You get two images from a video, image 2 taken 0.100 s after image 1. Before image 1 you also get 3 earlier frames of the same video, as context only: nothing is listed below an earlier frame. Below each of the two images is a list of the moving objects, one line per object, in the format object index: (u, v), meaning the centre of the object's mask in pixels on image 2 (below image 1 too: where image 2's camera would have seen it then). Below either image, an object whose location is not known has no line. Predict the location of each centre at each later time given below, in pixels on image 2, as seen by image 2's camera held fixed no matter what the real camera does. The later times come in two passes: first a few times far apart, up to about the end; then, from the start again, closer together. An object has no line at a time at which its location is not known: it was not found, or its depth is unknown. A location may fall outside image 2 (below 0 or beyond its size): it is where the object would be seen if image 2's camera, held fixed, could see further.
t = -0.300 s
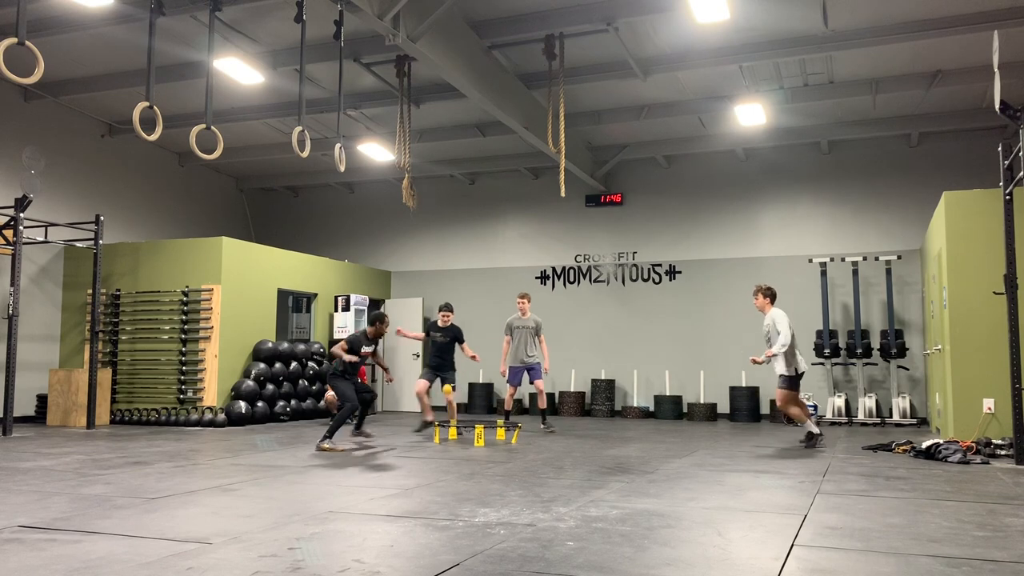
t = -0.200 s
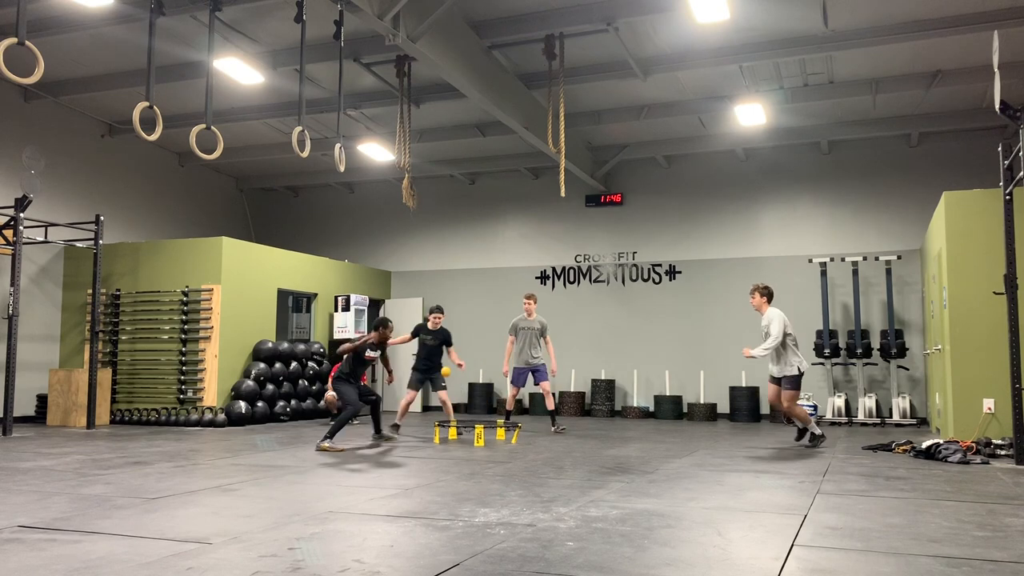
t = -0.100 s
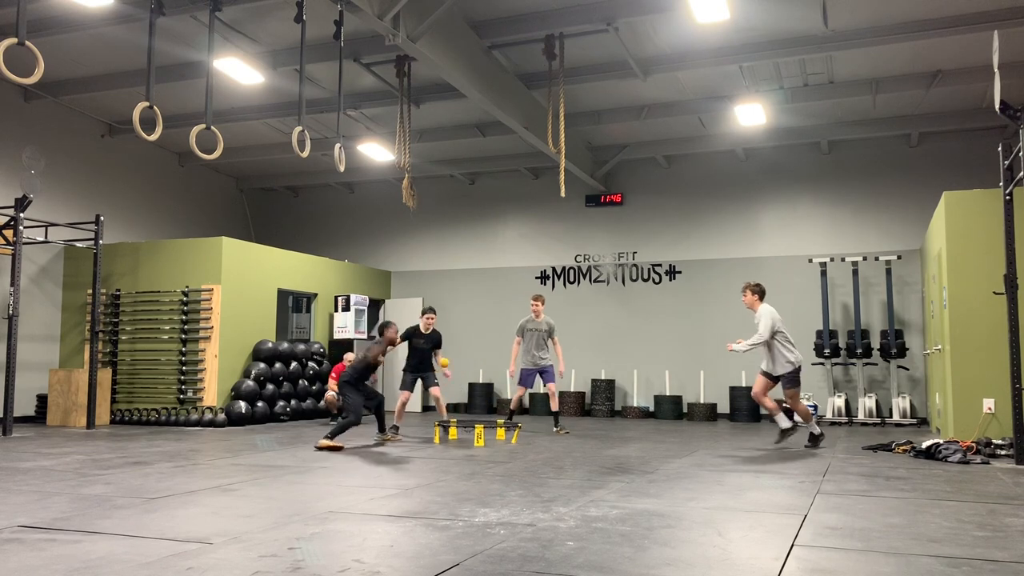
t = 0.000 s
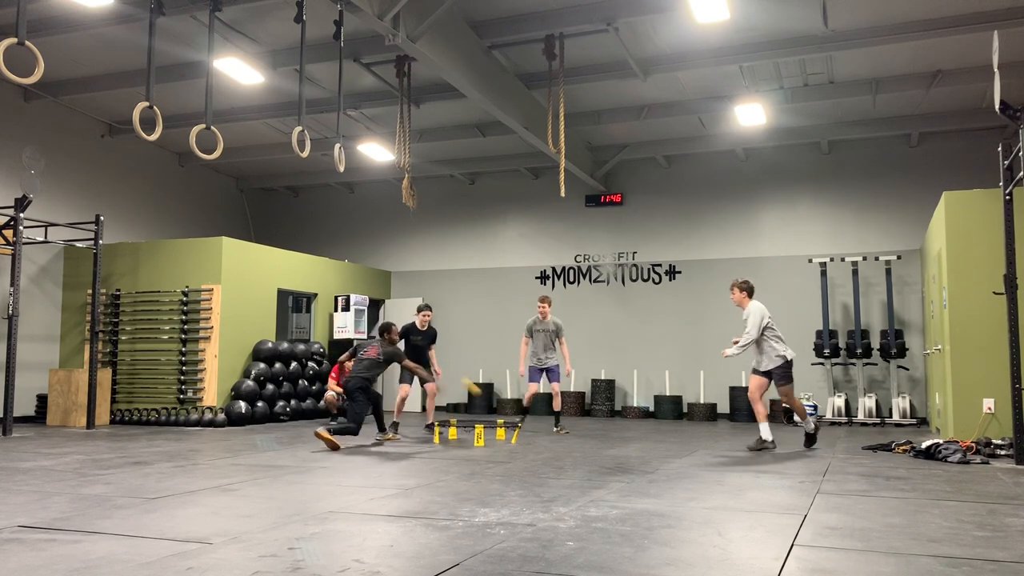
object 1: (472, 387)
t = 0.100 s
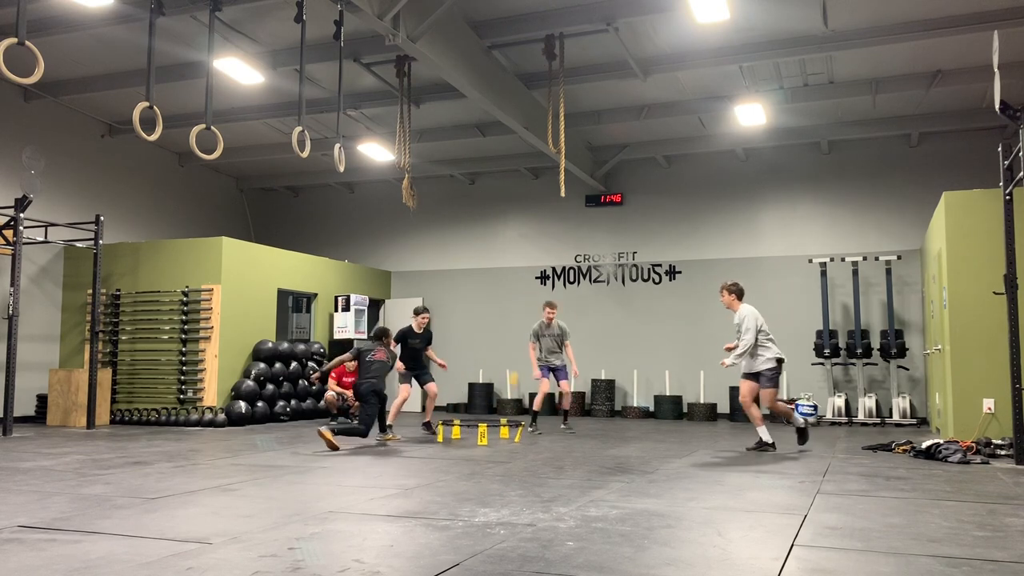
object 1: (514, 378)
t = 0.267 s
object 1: (532, 275)
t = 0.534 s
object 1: (558, 170)
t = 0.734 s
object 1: (582, 132)
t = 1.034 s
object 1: (613, 139)
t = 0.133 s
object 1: (517, 356)
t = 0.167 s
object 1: (520, 334)
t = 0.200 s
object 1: (524, 313)
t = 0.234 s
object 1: (528, 294)
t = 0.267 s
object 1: (532, 275)
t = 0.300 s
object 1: (535, 258)
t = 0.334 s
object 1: (539, 243)
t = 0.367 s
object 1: (543, 228)
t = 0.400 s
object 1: (546, 214)
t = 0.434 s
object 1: (550, 201)
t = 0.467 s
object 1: (553, 190)
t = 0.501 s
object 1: (555, 180)
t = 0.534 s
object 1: (558, 170)
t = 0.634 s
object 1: (571, 146)
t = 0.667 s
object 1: (574, 141)
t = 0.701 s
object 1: (578, 136)
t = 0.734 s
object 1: (582, 132)
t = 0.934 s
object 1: (602, 129)
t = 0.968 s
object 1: (606, 131)
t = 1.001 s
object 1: (609, 135)
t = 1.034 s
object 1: (613, 139)
